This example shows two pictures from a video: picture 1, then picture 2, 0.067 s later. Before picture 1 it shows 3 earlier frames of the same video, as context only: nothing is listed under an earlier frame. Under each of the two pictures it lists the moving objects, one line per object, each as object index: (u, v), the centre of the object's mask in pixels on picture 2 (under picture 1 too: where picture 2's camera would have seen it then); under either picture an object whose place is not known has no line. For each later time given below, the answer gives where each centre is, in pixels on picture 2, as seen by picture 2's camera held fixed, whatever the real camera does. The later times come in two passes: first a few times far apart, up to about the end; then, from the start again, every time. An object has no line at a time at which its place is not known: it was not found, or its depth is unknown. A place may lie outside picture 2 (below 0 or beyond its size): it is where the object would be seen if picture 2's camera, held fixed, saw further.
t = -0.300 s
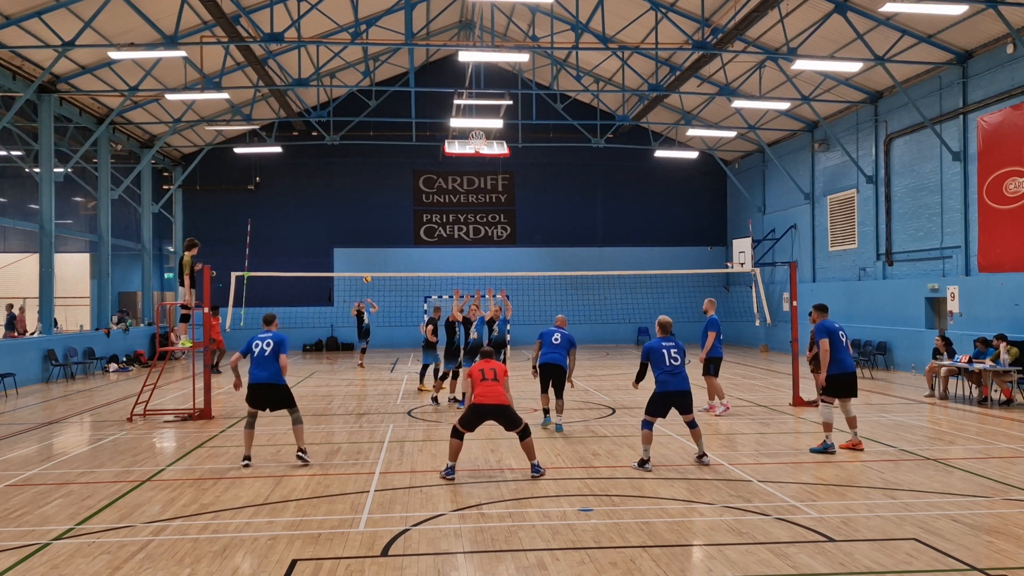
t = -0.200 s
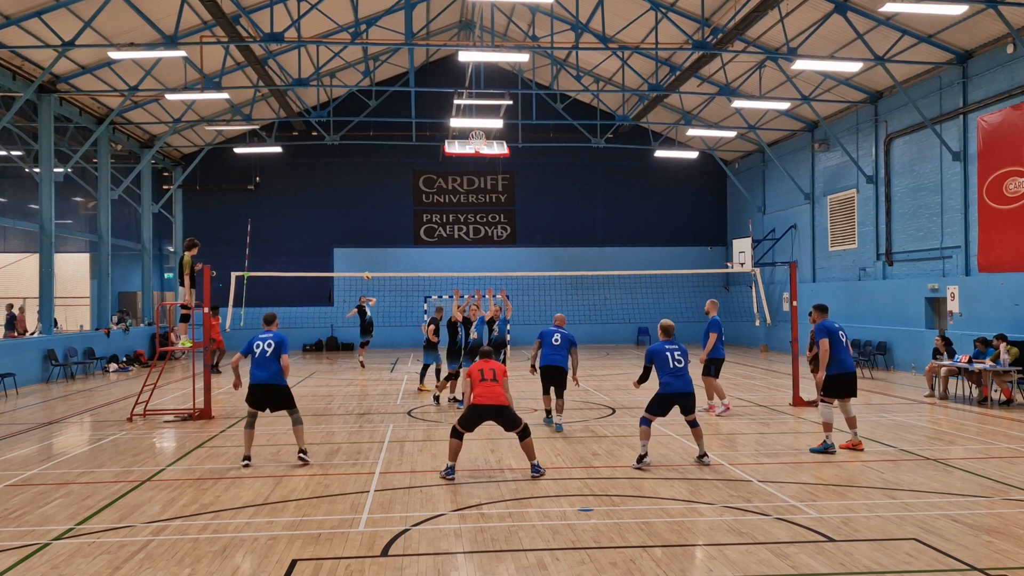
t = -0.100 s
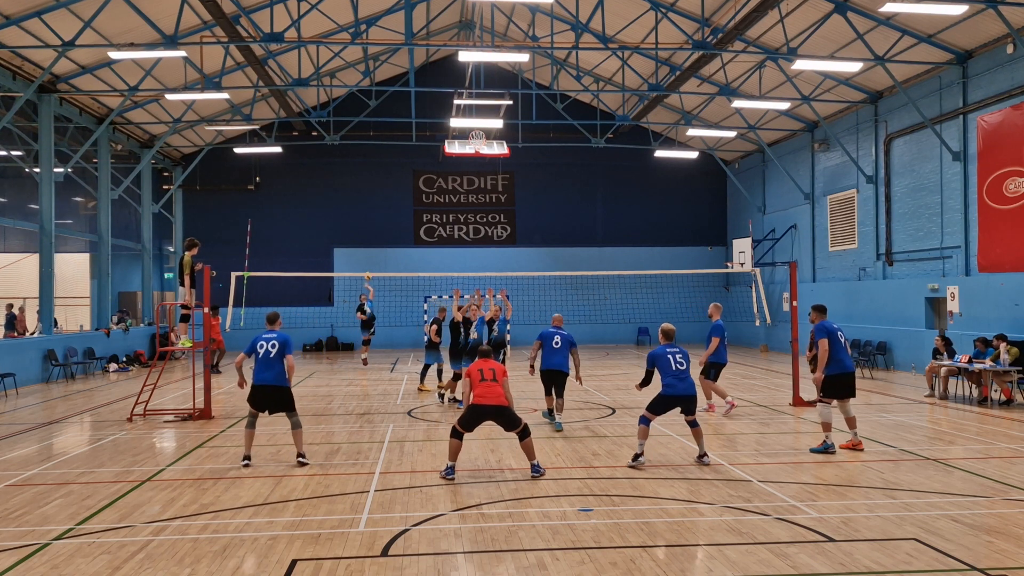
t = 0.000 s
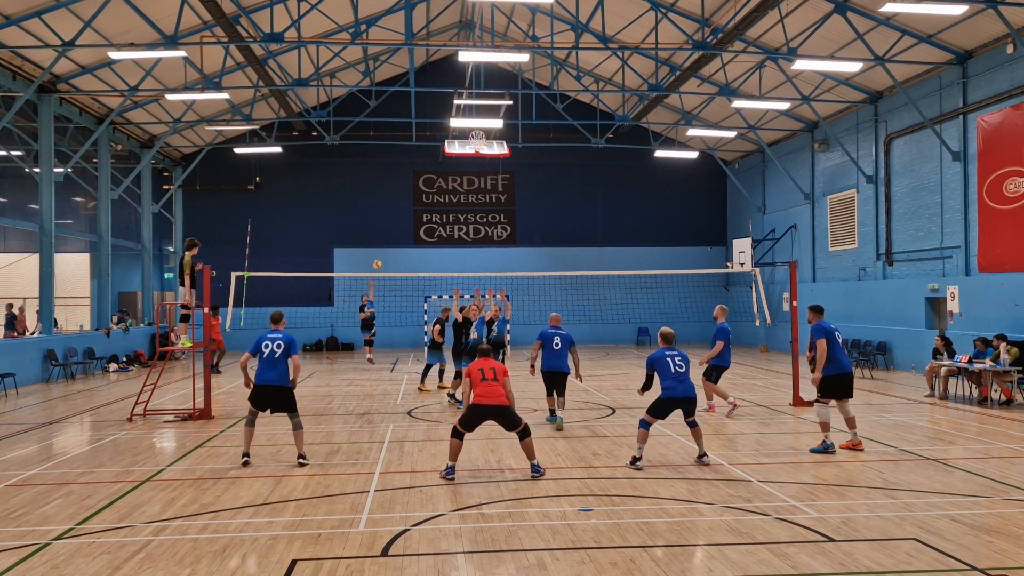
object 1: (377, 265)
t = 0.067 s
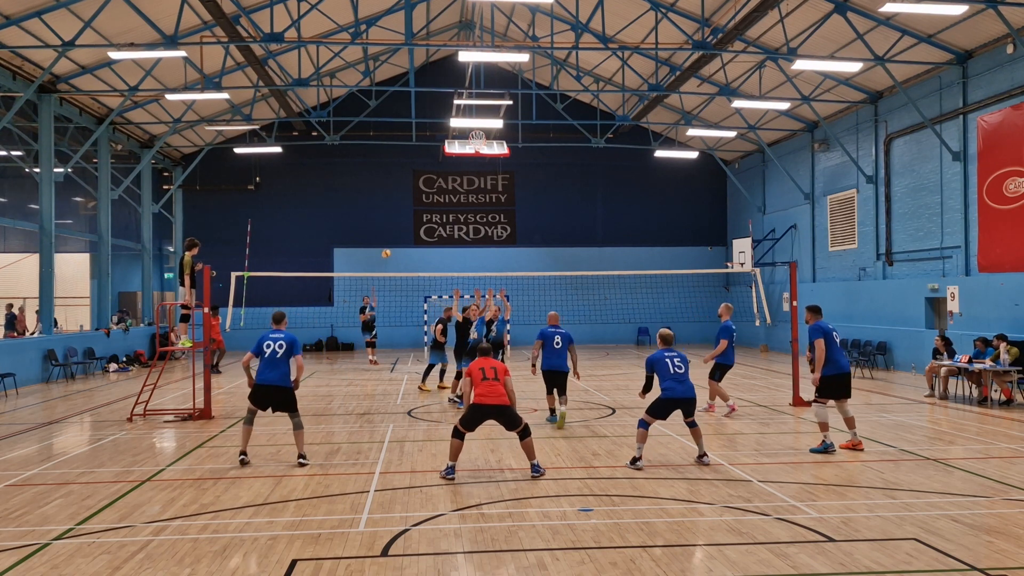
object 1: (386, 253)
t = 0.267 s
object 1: (418, 226)
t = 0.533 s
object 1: (474, 211)
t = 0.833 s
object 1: (563, 235)
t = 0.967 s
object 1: (611, 262)
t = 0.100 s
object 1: (390, 248)
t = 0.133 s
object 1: (395, 244)
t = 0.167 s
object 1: (401, 239)
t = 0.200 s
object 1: (406, 234)
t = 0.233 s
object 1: (412, 230)
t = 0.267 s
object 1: (418, 226)
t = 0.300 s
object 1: (424, 223)
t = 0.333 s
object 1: (430, 220)
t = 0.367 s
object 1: (437, 217)
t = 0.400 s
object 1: (444, 215)
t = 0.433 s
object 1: (451, 214)
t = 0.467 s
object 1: (458, 212)
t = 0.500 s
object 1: (466, 211)
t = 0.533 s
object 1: (474, 211)
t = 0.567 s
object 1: (482, 212)
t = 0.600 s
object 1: (491, 212)
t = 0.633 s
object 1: (500, 214)
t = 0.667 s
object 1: (509, 216)
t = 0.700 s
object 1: (519, 218)
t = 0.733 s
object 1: (530, 221)
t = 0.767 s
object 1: (540, 225)
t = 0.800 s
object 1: (551, 229)
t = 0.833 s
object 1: (563, 235)
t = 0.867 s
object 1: (574, 240)
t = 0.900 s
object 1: (586, 247)
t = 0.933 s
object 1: (599, 254)
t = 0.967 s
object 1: (611, 262)
